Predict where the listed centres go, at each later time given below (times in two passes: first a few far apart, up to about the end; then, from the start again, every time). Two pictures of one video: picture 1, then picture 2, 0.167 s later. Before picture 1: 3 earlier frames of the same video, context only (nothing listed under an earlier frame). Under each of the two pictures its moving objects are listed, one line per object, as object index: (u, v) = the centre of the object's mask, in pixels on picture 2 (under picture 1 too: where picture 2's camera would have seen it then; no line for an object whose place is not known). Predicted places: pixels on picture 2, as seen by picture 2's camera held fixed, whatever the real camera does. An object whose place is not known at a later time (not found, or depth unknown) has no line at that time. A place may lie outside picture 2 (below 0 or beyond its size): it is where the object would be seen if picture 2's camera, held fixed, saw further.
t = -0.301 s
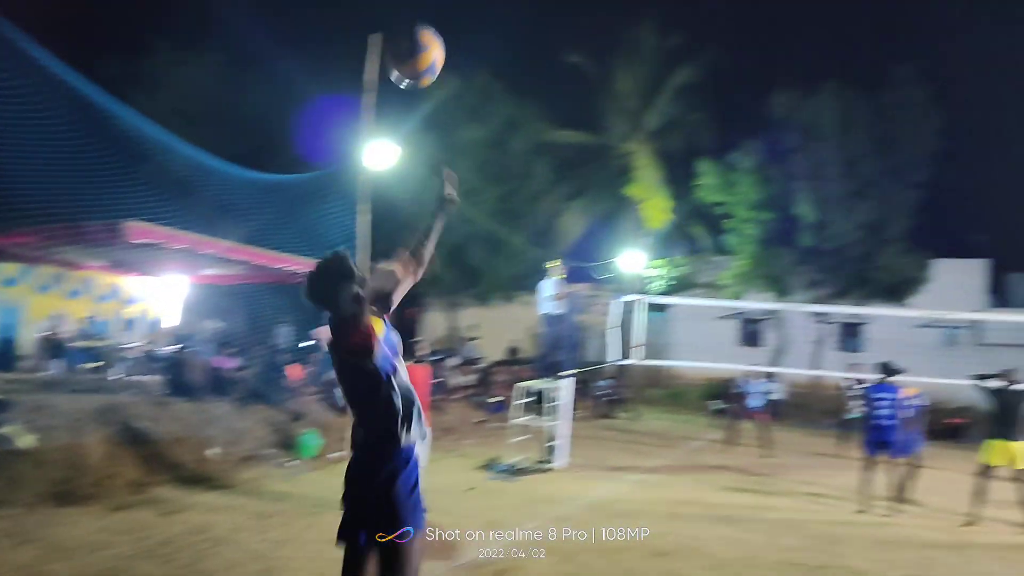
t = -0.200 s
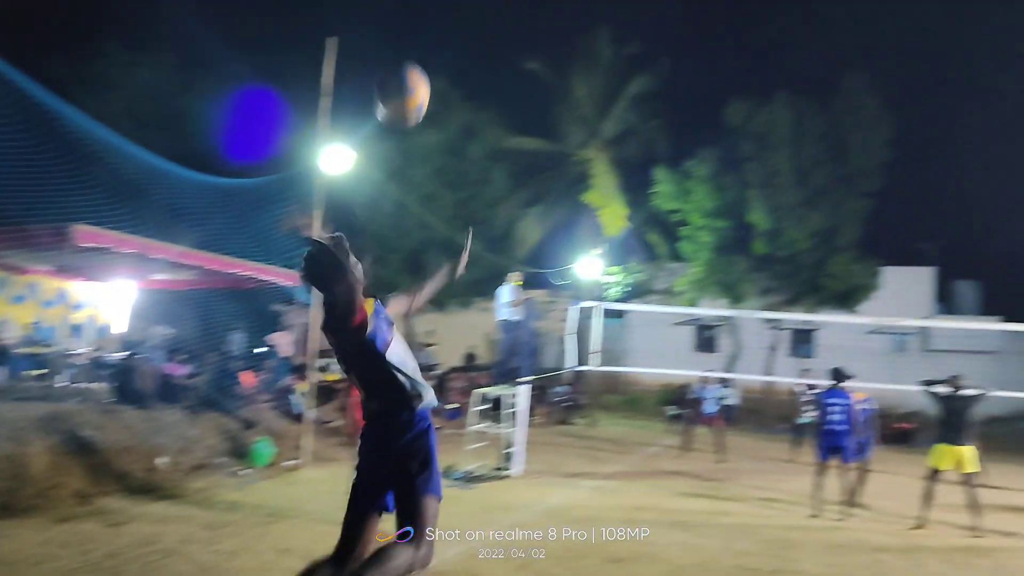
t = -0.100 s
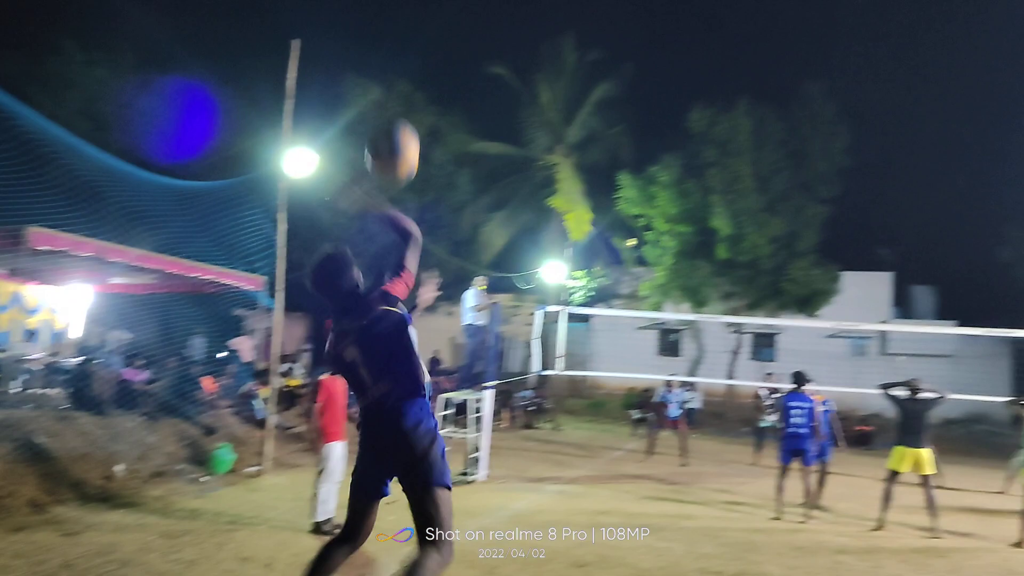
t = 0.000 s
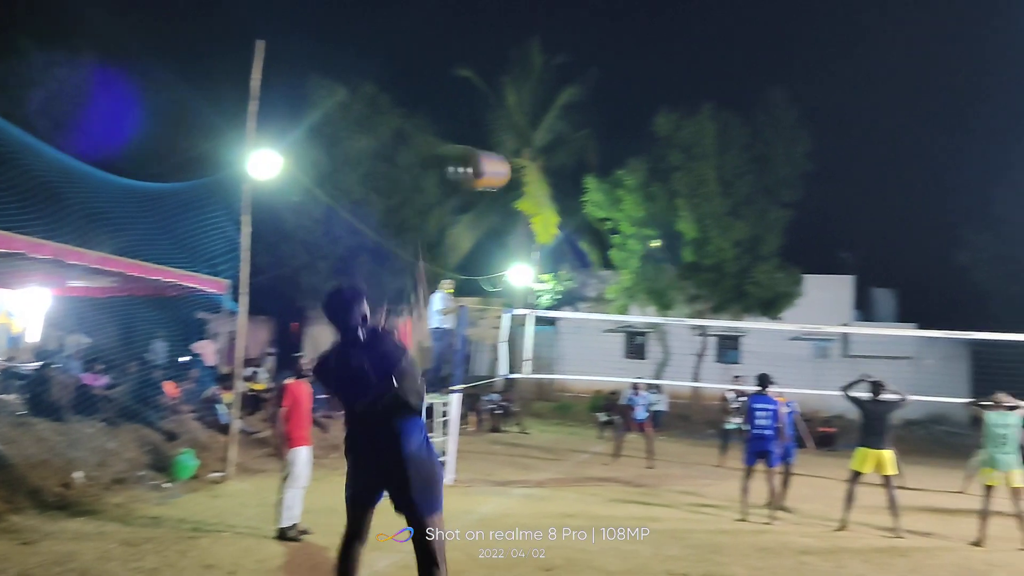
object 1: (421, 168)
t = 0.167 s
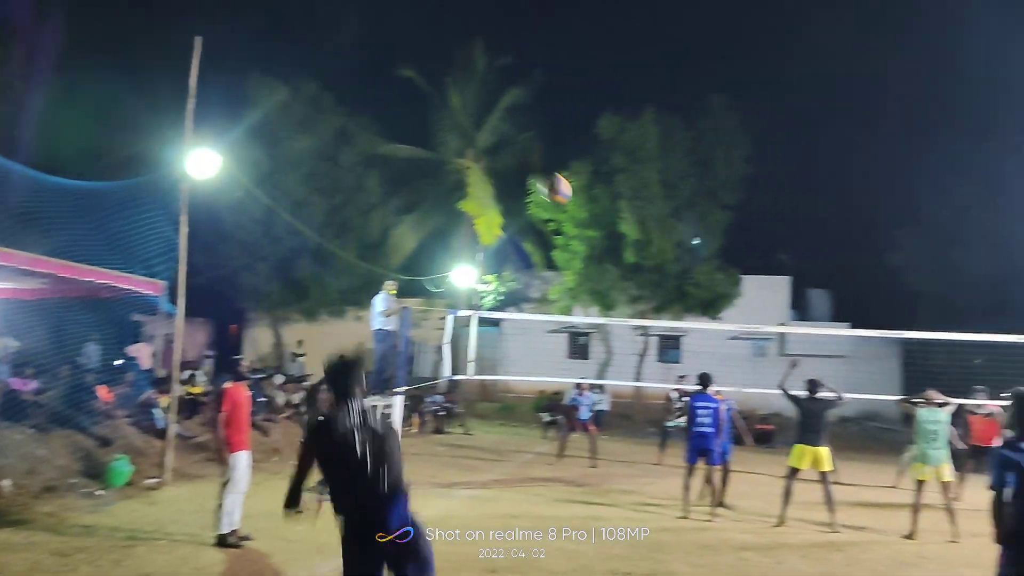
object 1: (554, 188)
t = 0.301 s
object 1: (612, 217)
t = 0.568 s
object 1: (672, 290)
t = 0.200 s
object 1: (572, 194)
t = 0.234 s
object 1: (587, 202)
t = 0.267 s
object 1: (600, 209)
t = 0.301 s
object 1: (612, 217)
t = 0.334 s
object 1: (622, 225)
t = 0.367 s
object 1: (632, 233)
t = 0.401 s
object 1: (641, 242)
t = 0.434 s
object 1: (649, 251)
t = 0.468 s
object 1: (655, 261)
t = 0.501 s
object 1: (662, 270)
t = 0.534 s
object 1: (667, 280)
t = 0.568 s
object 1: (672, 290)
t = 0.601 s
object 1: (676, 301)
